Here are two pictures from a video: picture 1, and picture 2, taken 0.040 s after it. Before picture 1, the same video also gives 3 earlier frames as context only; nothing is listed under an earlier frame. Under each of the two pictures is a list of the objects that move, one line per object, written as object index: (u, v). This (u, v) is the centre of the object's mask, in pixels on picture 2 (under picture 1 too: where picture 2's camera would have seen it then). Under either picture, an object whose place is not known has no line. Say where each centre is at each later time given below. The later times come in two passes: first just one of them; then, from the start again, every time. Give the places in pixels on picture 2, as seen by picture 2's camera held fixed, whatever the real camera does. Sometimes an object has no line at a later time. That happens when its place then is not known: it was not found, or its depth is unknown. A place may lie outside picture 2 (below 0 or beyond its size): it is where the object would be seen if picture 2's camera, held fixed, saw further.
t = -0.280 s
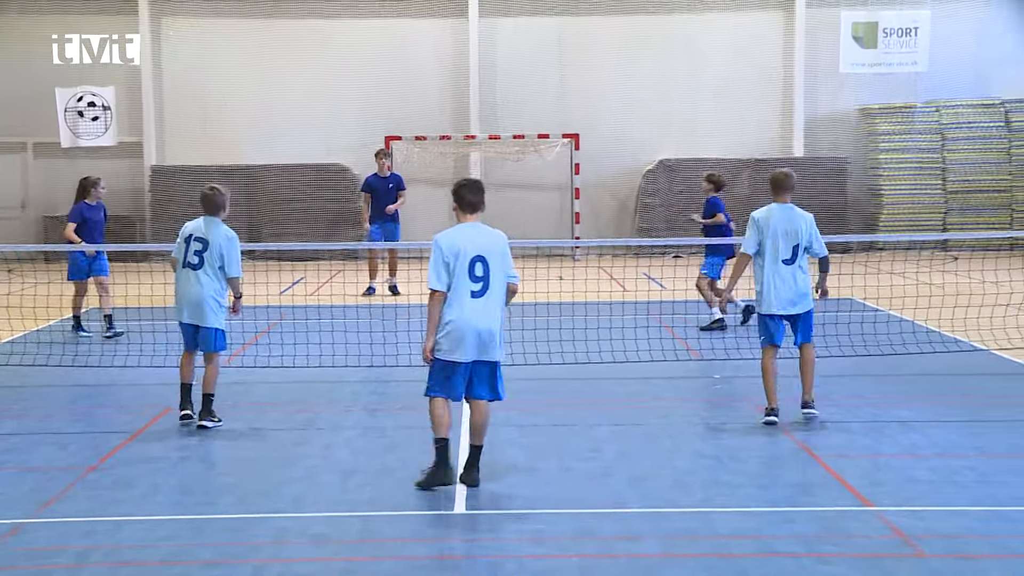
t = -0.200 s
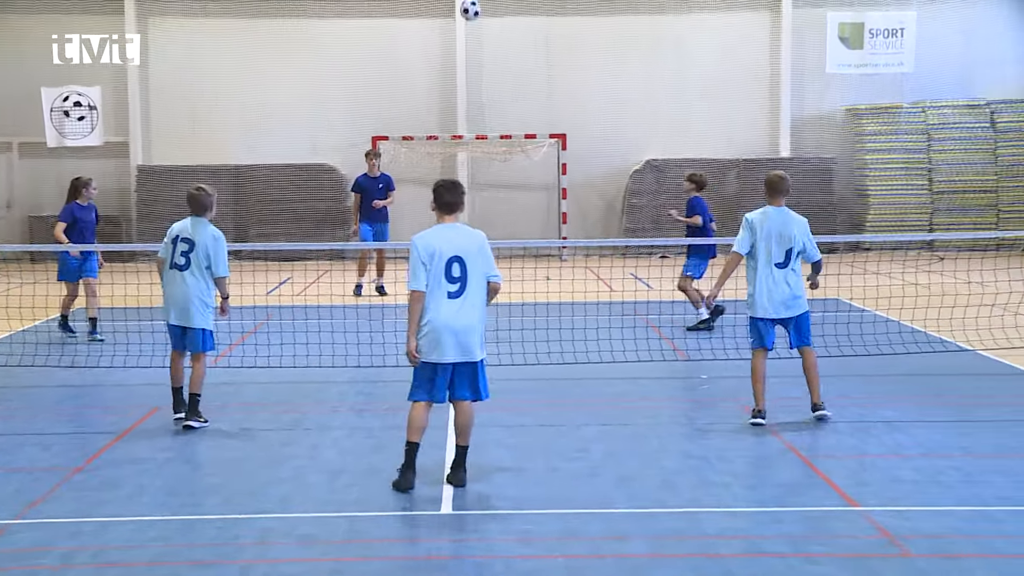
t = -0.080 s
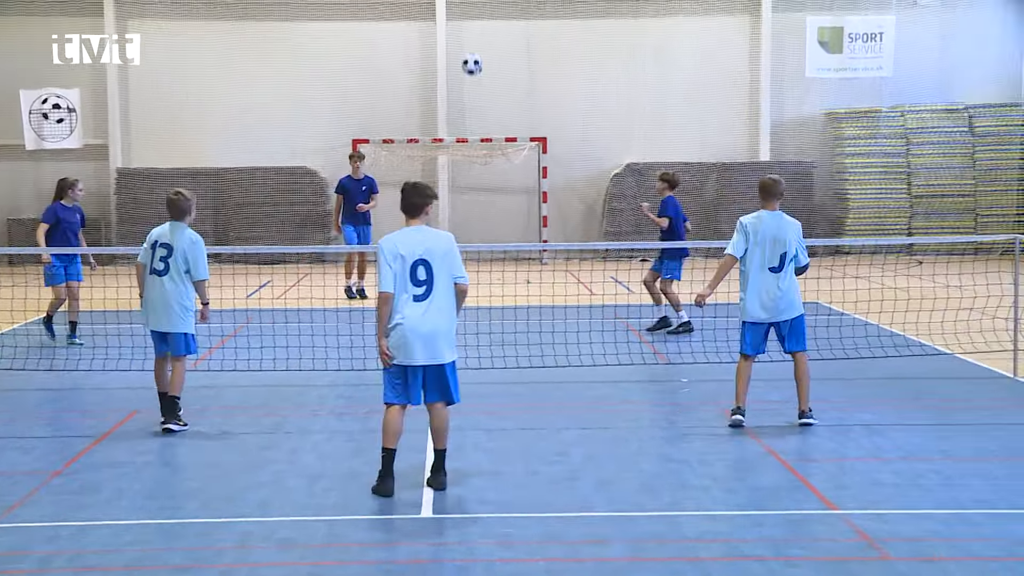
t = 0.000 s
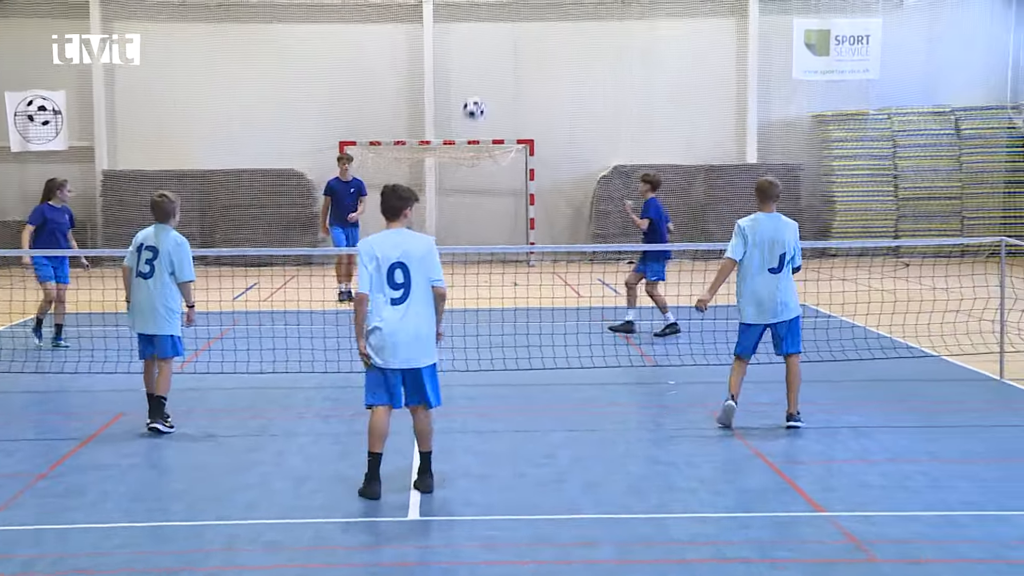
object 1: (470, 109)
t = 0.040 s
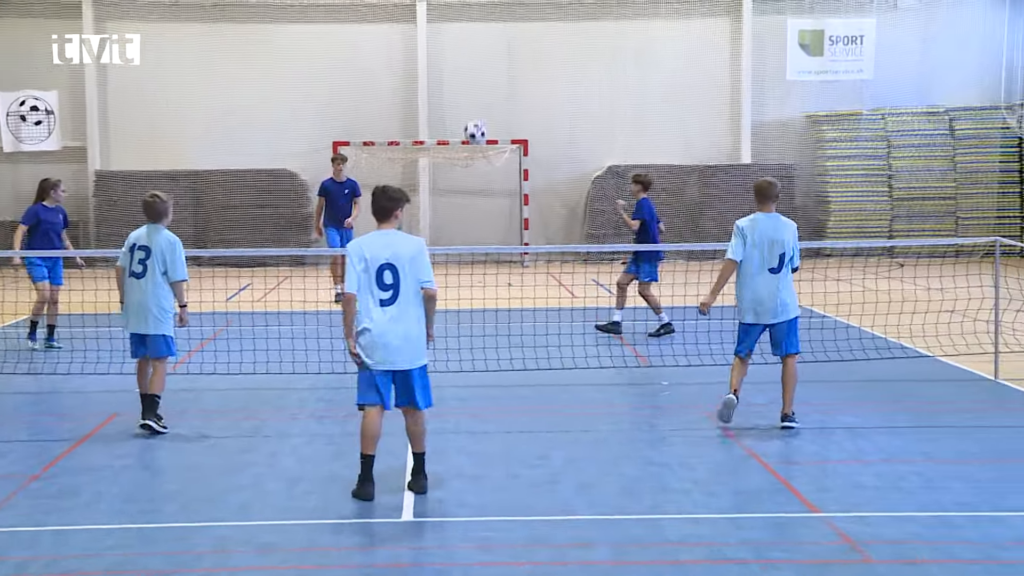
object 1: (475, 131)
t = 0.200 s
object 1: (496, 238)
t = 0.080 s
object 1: (479, 157)
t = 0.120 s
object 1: (485, 183)
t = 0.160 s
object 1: (491, 211)
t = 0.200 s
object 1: (496, 238)
